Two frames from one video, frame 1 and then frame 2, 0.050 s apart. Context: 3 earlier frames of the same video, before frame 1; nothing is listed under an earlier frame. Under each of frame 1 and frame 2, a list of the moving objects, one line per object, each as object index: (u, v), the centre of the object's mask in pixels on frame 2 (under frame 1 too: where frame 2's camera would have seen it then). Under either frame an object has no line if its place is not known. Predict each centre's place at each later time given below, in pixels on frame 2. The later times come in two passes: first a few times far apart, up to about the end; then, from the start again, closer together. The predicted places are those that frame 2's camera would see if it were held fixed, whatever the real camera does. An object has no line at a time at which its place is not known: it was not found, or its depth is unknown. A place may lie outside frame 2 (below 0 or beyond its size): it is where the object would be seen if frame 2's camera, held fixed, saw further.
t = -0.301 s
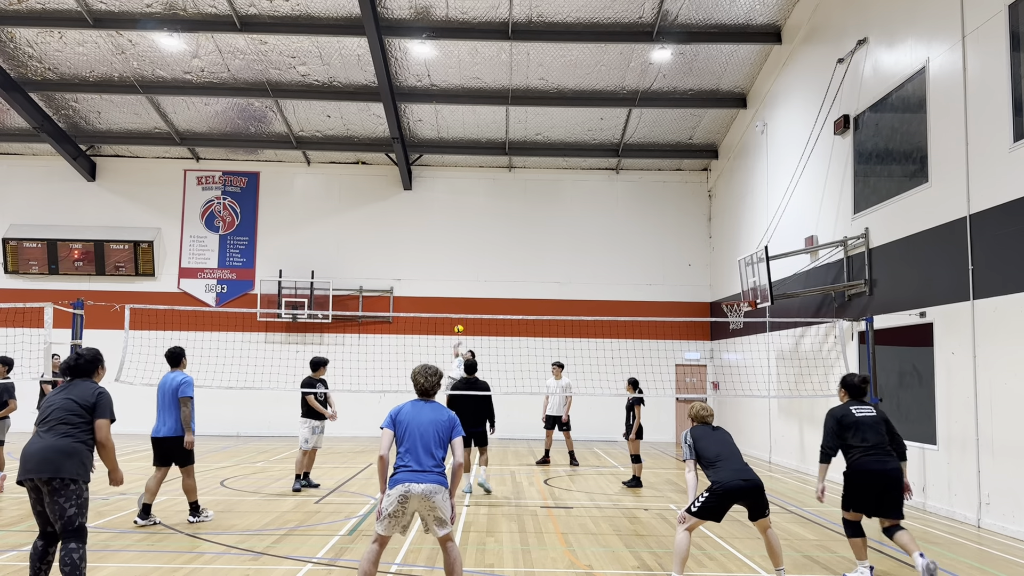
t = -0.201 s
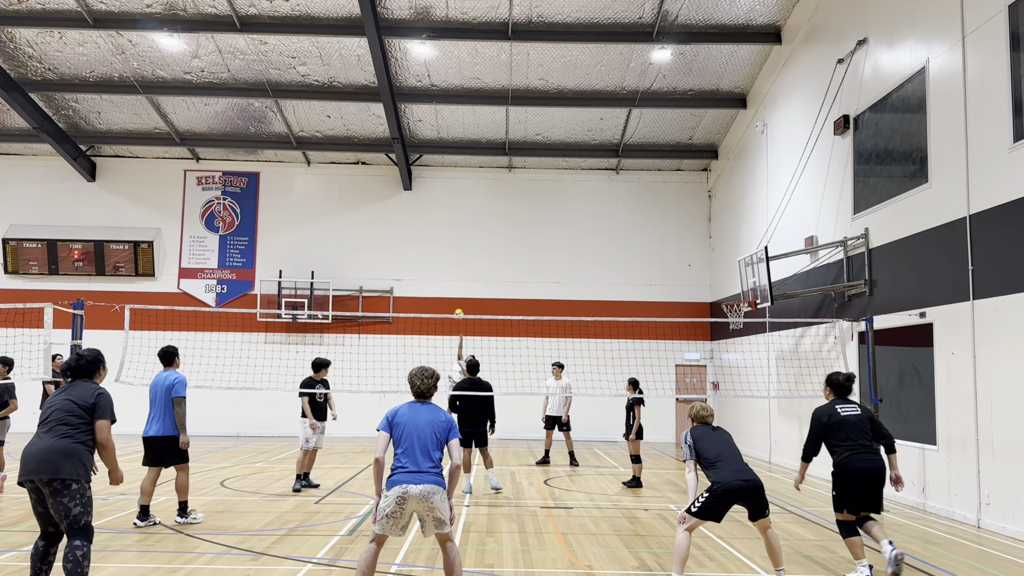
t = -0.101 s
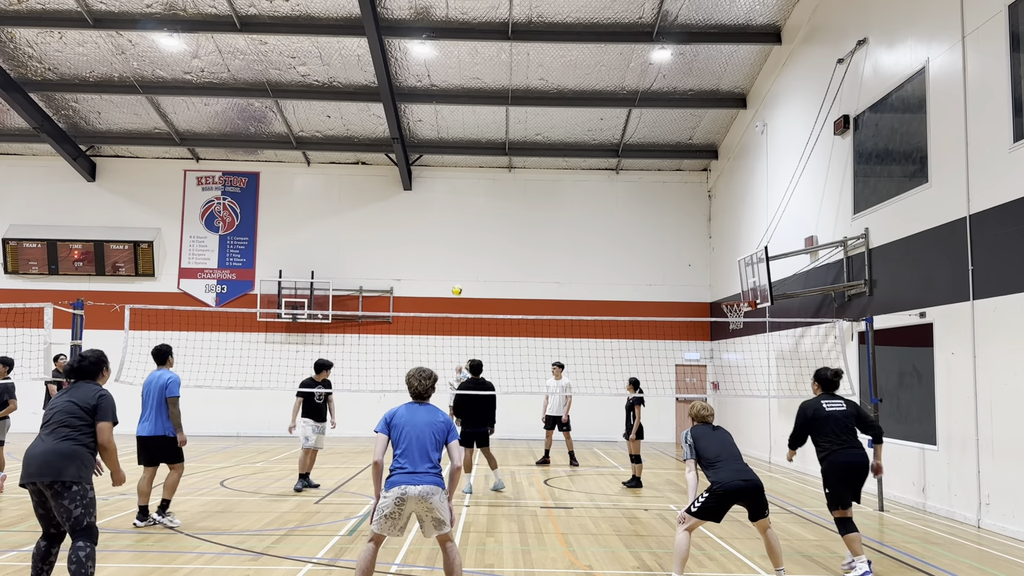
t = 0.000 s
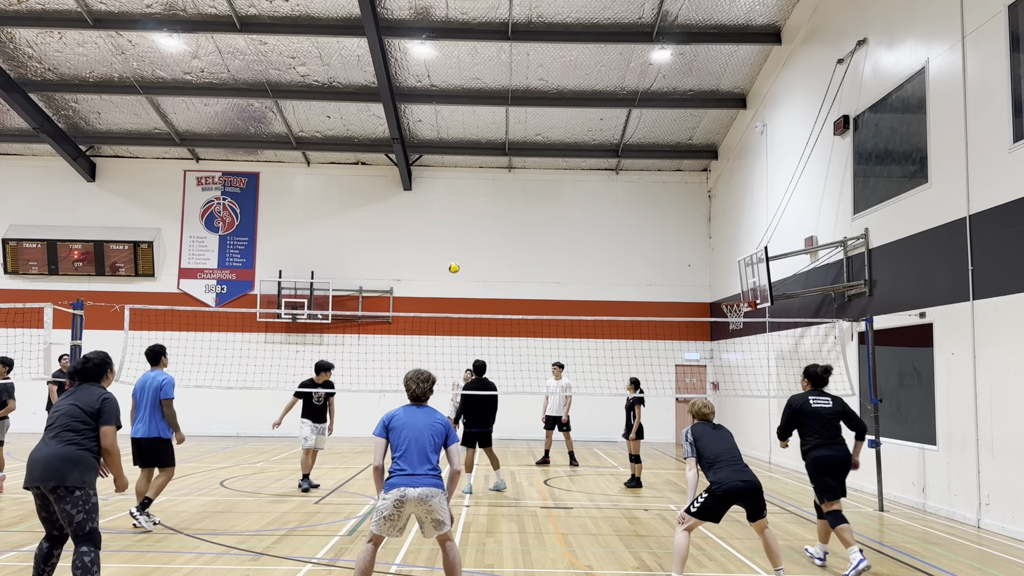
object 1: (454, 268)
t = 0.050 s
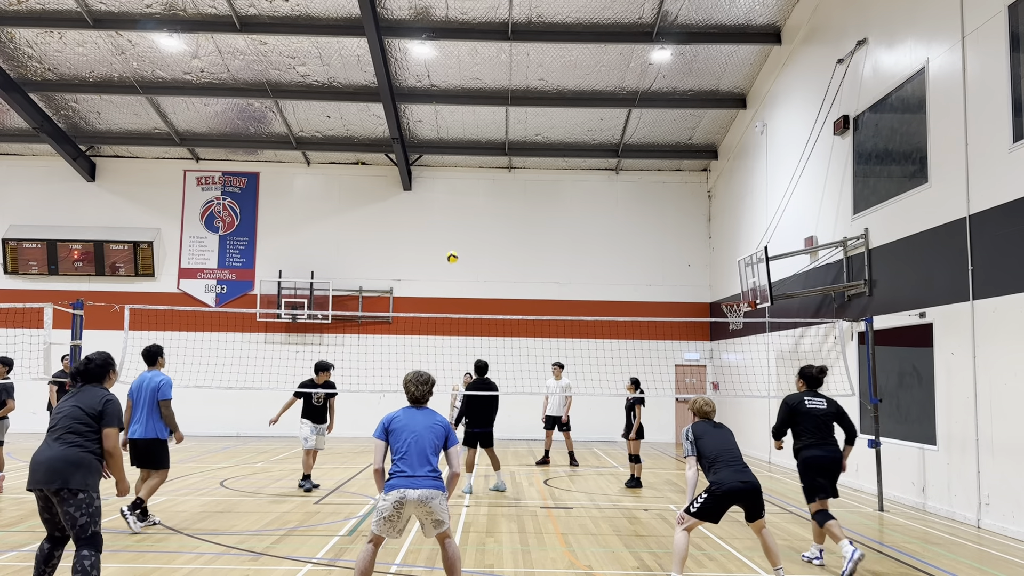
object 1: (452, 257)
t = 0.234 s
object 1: (447, 222)
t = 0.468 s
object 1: (436, 195)
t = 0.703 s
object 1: (413, 211)
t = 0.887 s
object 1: (369, 325)
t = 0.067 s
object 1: (451, 253)
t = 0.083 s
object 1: (451, 250)
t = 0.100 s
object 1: (450, 246)
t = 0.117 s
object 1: (450, 243)
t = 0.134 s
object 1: (450, 240)
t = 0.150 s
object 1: (449, 237)
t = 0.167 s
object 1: (449, 233)
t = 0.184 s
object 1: (449, 231)
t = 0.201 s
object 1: (448, 228)
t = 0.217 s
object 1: (447, 225)
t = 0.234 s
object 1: (447, 222)
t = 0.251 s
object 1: (446, 219)
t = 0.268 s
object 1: (446, 217)
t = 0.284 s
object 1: (445, 214)
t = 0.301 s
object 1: (445, 212)
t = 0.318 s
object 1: (444, 210)
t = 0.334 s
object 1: (443, 207)
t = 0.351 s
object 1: (443, 206)
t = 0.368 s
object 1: (442, 203)
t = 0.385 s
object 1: (441, 202)
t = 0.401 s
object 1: (439, 200)
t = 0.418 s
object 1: (439, 199)
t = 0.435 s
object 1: (438, 197)
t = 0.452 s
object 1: (437, 196)
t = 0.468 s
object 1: (436, 195)
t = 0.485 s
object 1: (434, 194)
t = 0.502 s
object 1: (433, 194)
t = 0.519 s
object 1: (432, 193)
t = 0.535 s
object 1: (431, 193)
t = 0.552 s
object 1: (429, 194)
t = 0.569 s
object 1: (428, 194)
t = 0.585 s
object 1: (427, 194)
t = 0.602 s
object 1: (425, 195)
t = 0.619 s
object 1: (424, 197)
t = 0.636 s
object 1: (422, 199)
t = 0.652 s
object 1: (420, 200)
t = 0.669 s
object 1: (418, 203)
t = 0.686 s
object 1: (415, 207)
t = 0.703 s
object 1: (413, 211)
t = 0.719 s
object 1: (410, 215)
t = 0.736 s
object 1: (407, 221)
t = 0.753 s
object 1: (404, 227)
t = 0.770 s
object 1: (401, 235)
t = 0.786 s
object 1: (397, 242)
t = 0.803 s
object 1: (394, 252)
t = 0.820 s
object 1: (390, 262)
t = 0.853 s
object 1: (380, 291)
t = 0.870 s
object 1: (375, 308)
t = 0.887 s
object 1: (369, 325)
